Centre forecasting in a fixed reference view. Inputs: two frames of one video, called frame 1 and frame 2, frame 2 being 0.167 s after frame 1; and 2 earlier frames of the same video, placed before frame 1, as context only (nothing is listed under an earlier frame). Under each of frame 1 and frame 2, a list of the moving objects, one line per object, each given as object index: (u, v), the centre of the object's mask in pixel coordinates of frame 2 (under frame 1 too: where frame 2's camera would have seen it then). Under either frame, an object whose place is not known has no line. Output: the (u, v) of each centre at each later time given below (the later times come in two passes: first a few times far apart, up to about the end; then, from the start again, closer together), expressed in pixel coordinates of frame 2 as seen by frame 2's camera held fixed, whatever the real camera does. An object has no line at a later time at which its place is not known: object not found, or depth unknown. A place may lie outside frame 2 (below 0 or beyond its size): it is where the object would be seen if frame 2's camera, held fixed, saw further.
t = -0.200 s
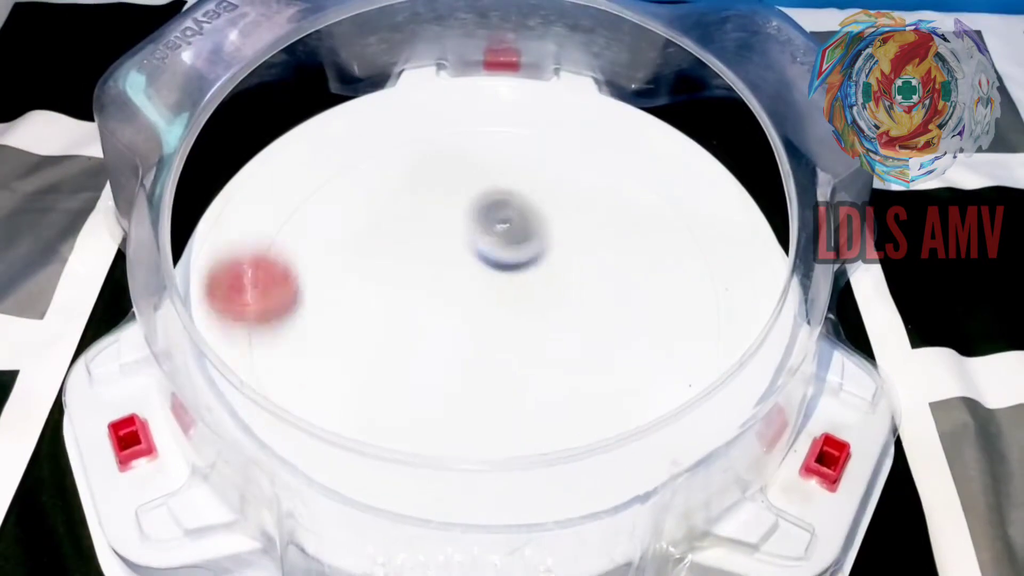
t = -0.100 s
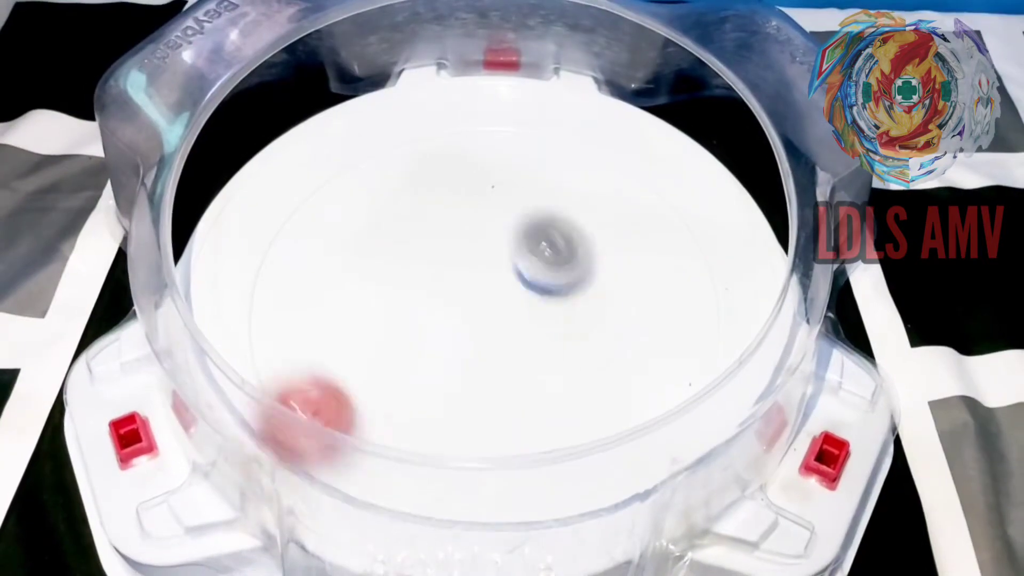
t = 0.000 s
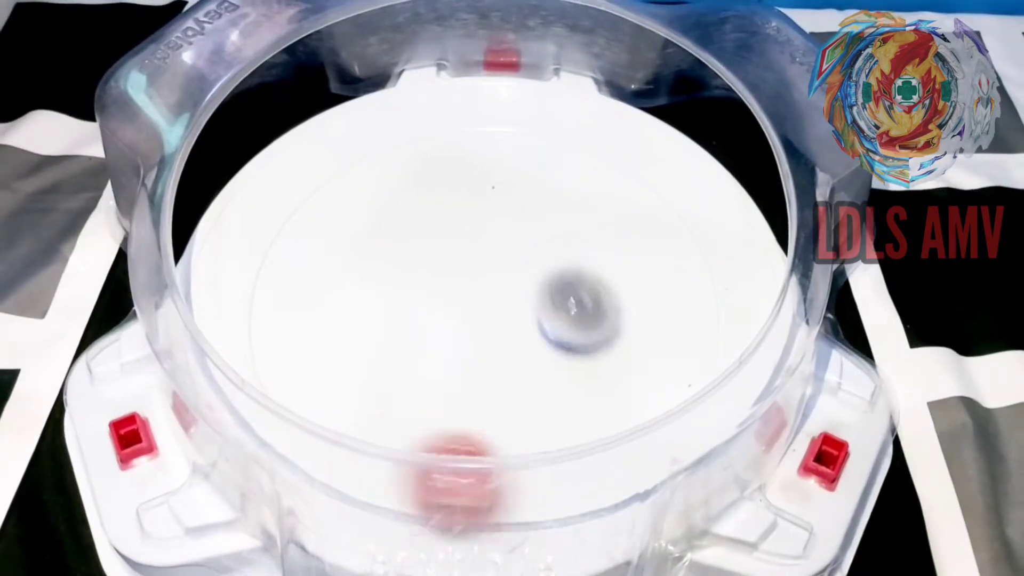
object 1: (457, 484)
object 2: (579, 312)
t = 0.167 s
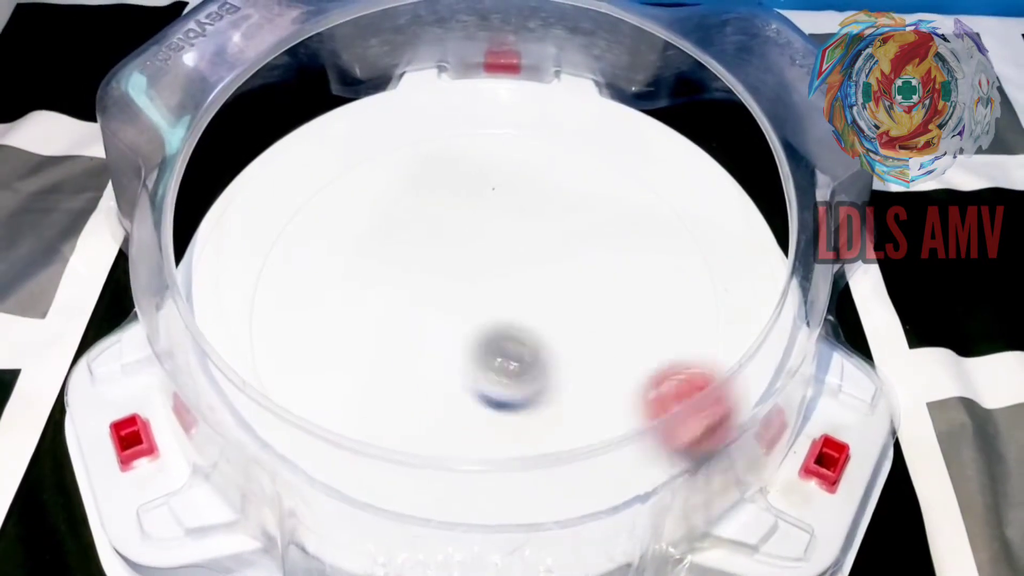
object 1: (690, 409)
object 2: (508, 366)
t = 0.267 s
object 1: (743, 345)
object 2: (415, 330)
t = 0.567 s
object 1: (546, 226)
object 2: (446, 270)
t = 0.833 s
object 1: (435, 246)
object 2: (454, 397)
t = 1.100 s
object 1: (431, 271)
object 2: (329, 424)
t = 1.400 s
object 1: (485, 262)
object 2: (427, 336)
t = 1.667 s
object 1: (473, 215)
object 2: (521, 423)
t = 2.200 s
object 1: (493, 132)
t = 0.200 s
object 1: (727, 393)
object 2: (476, 354)
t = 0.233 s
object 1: (746, 373)
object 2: (442, 342)
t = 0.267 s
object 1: (743, 345)
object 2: (415, 330)
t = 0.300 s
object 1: (729, 319)
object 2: (392, 318)
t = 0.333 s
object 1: (724, 299)
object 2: (377, 308)
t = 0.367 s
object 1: (708, 281)
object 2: (370, 299)
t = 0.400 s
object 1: (687, 264)
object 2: (368, 289)
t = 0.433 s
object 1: (663, 249)
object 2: (375, 281)
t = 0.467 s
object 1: (635, 237)
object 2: (386, 274)
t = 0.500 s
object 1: (607, 230)
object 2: (404, 270)
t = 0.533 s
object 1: (577, 226)
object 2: (424, 269)
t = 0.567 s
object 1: (546, 226)
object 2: (446, 270)
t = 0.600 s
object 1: (530, 221)
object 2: (457, 279)
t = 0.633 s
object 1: (524, 213)
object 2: (461, 296)
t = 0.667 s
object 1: (515, 211)
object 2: (467, 315)
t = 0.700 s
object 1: (502, 212)
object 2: (471, 334)
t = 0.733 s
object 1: (486, 217)
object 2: (471, 352)
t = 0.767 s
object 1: (468, 224)
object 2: (469, 369)
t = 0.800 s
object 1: (451, 234)
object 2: (463, 384)
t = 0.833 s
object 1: (435, 246)
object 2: (454, 397)
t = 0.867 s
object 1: (421, 261)
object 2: (439, 407)
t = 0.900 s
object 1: (410, 277)
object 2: (422, 411)
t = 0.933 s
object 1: (402, 292)
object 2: (405, 410)
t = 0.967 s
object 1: (398, 308)
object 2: (387, 403)
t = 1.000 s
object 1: (398, 317)
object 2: (371, 403)
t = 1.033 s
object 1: (407, 299)
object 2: (348, 426)
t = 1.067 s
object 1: (419, 283)
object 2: (329, 433)
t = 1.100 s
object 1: (431, 271)
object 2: (329, 424)
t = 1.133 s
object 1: (442, 261)
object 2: (332, 414)
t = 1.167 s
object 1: (453, 255)
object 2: (340, 397)
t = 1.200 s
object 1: (464, 252)
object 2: (342, 389)
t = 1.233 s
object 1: (473, 250)
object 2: (348, 377)
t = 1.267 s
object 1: (478, 251)
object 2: (356, 366)
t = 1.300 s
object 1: (482, 253)
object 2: (368, 356)
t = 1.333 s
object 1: (485, 256)
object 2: (384, 348)
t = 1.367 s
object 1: (485, 259)
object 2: (404, 341)
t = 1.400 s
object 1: (485, 262)
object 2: (427, 336)
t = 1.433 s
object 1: (488, 257)
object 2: (447, 341)
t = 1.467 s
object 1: (493, 247)
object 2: (463, 354)
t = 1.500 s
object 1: (495, 238)
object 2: (478, 367)
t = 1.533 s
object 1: (495, 231)
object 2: (493, 380)
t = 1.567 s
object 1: (492, 225)
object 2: (506, 393)
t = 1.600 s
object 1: (487, 220)
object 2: (515, 406)
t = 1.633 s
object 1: (480, 217)
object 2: (519, 415)
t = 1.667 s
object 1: (473, 215)
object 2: (521, 423)
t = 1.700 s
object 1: (464, 214)
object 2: (517, 427)
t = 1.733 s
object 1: (456, 215)
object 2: (513, 444)
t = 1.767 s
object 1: (447, 218)
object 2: (505, 448)
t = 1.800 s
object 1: (441, 223)
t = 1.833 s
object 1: (439, 231)
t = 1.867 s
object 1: (440, 240)
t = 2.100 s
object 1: (473, 260)
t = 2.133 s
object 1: (481, 209)
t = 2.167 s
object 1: (488, 167)
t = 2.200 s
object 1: (493, 132)
